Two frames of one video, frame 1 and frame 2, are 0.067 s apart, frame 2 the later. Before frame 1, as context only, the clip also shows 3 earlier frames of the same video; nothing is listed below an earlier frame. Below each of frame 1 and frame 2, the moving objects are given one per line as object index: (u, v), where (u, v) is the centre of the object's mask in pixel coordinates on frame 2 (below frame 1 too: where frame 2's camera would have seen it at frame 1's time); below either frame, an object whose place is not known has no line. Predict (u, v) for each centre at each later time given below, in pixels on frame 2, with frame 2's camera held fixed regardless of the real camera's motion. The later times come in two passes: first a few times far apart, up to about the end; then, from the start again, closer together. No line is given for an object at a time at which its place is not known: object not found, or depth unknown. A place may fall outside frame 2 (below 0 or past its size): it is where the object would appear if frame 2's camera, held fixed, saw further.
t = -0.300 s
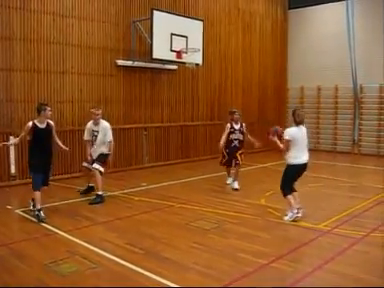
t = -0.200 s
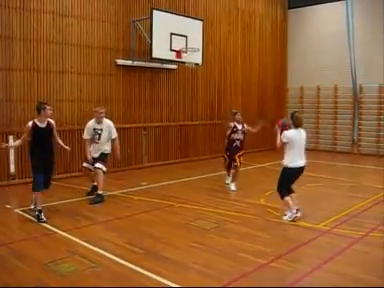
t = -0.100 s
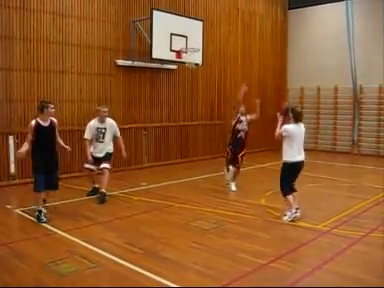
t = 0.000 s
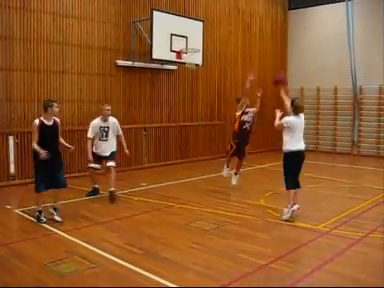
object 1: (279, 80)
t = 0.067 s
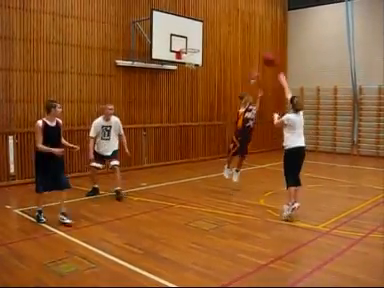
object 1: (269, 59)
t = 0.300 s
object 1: (239, 20)
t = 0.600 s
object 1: (209, 17)
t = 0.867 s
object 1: (189, 44)
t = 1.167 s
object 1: (195, 59)
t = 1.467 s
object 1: (195, 71)
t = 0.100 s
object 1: (264, 52)
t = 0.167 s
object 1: (255, 37)
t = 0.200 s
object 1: (250, 32)
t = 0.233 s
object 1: (246, 27)
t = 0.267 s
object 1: (243, 23)
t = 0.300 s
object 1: (239, 20)
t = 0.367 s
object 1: (232, 15)
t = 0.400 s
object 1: (229, 14)
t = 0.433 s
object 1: (225, 13)
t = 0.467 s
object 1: (222, 13)
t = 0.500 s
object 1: (218, 13)
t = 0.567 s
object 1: (212, 16)
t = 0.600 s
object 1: (209, 17)
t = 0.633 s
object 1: (206, 19)
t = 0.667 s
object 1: (204, 22)
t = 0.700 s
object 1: (201, 25)
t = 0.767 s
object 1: (196, 31)
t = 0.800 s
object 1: (193, 36)
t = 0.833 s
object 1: (191, 40)
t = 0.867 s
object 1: (189, 44)
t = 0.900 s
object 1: (186, 50)
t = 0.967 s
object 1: (191, 58)
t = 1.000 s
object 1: (193, 61)
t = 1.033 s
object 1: (194, 61)
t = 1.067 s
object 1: (195, 60)
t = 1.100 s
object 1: (195, 60)
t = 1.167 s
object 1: (195, 59)
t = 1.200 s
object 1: (195, 59)
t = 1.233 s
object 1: (195, 59)
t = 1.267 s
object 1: (195, 60)
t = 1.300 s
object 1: (194, 61)
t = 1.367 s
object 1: (195, 65)
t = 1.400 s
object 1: (195, 68)
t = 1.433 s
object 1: (194, 69)
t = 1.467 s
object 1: (195, 71)
